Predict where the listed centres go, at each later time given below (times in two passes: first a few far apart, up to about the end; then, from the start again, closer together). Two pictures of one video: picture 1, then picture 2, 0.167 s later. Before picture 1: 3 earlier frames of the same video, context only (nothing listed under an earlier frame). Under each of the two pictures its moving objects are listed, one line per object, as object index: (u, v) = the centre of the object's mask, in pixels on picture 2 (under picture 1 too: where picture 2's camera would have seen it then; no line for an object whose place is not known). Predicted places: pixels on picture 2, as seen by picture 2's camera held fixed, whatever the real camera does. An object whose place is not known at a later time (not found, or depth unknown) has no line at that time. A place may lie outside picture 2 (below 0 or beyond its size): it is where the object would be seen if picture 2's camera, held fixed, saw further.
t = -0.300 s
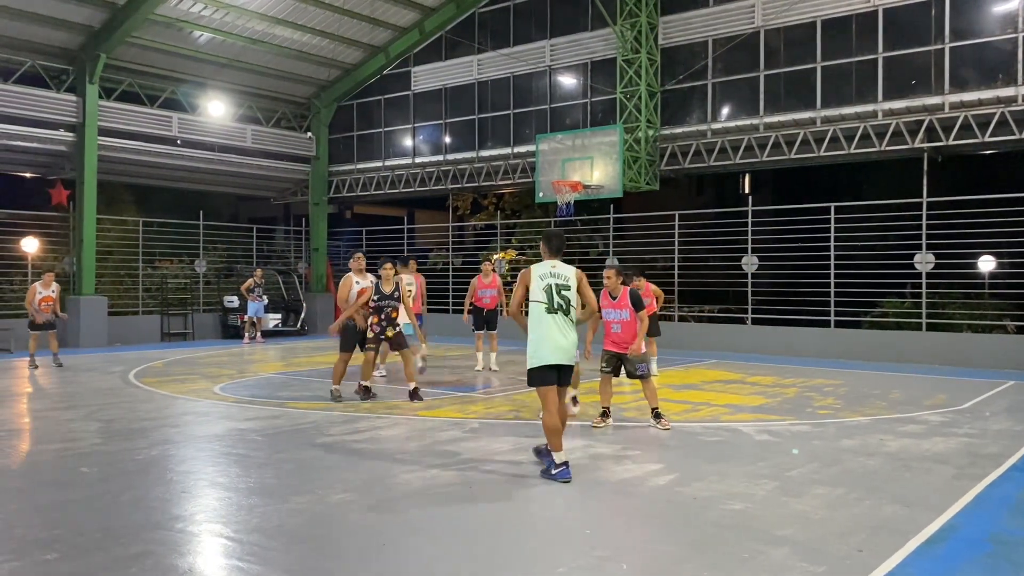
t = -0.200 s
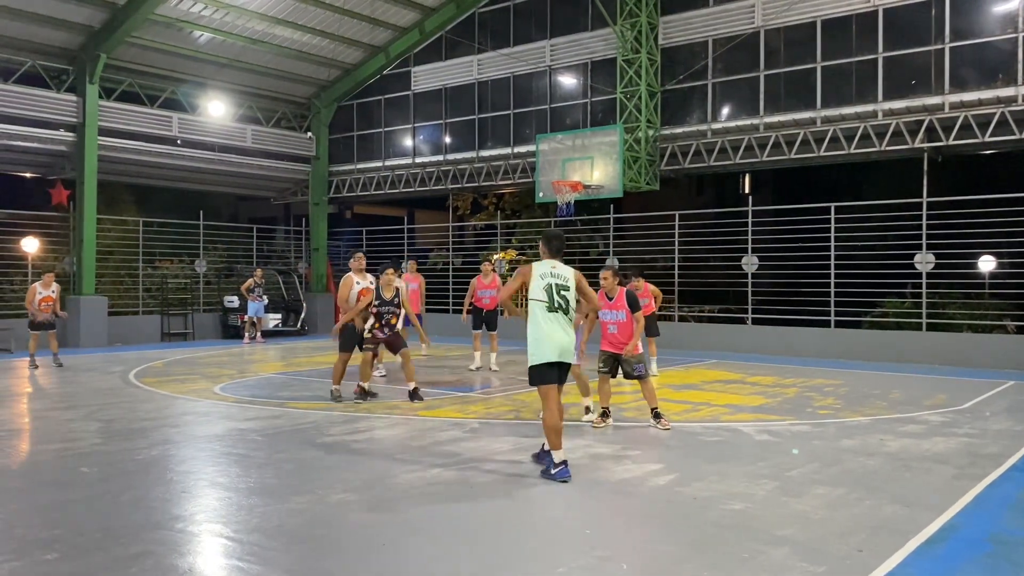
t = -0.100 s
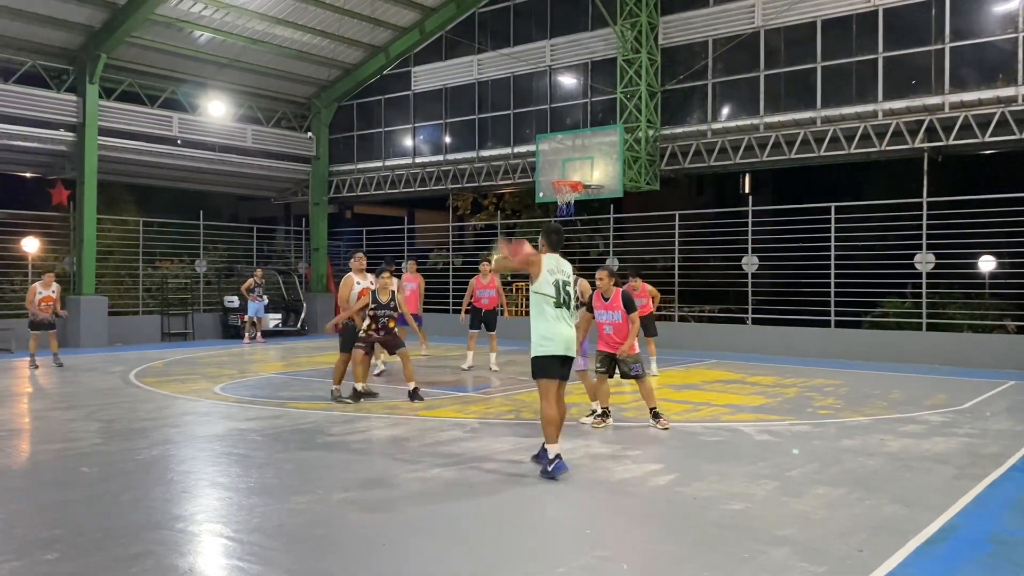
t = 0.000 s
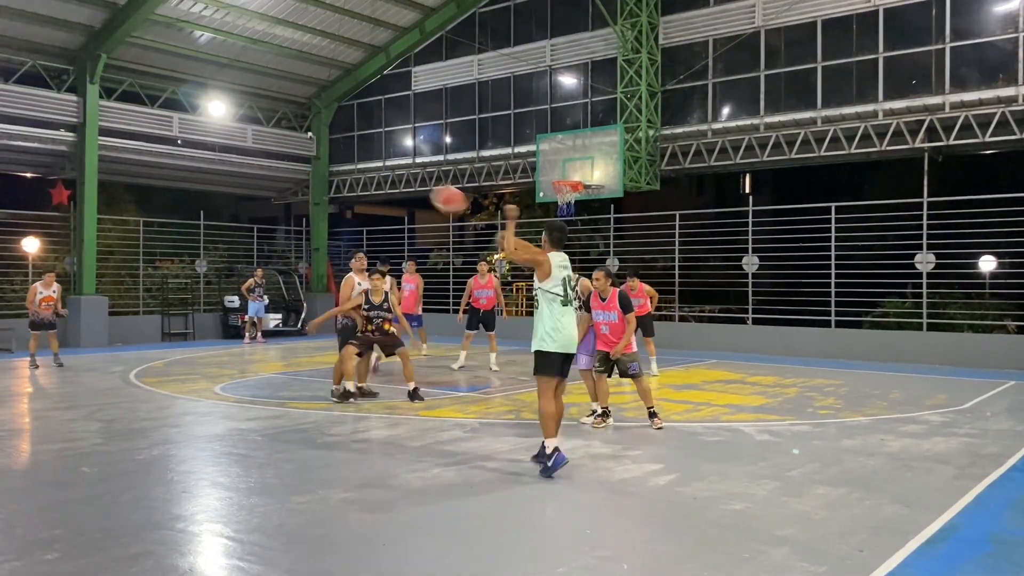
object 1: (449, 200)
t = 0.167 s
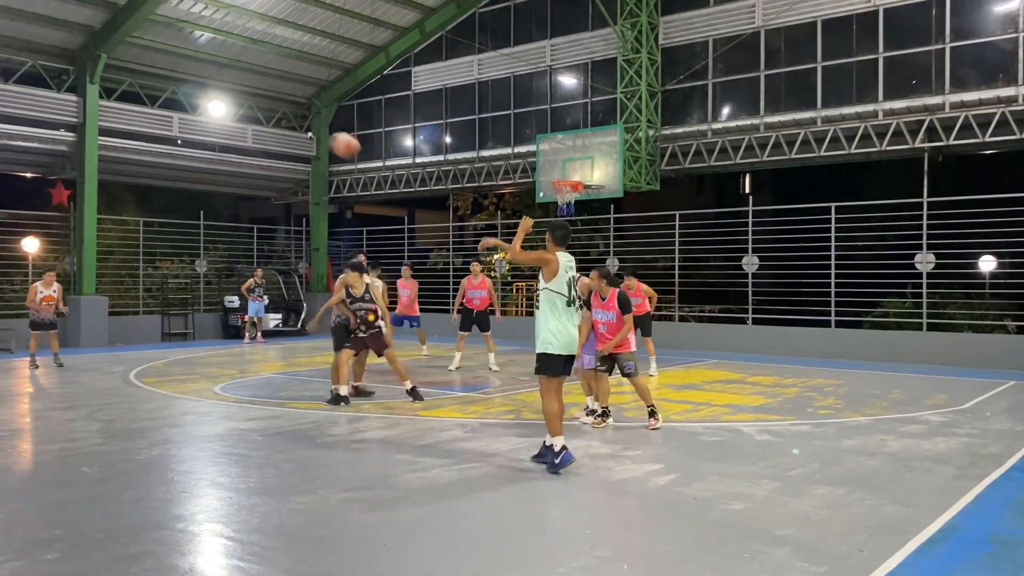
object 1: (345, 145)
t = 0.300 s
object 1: (279, 126)
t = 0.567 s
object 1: (180, 143)
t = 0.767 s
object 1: (123, 184)
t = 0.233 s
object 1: (311, 133)
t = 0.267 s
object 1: (294, 128)
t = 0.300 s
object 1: (279, 126)
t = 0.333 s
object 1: (265, 125)
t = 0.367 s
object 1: (253, 125)
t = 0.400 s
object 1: (239, 126)
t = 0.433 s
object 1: (227, 130)
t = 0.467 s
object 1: (213, 132)
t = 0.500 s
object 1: (201, 135)
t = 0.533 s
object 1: (190, 138)
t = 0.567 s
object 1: (180, 143)
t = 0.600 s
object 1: (170, 147)
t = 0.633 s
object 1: (160, 154)
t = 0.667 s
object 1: (149, 161)
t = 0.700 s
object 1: (140, 168)
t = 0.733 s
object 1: (132, 175)
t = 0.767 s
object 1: (123, 184)
